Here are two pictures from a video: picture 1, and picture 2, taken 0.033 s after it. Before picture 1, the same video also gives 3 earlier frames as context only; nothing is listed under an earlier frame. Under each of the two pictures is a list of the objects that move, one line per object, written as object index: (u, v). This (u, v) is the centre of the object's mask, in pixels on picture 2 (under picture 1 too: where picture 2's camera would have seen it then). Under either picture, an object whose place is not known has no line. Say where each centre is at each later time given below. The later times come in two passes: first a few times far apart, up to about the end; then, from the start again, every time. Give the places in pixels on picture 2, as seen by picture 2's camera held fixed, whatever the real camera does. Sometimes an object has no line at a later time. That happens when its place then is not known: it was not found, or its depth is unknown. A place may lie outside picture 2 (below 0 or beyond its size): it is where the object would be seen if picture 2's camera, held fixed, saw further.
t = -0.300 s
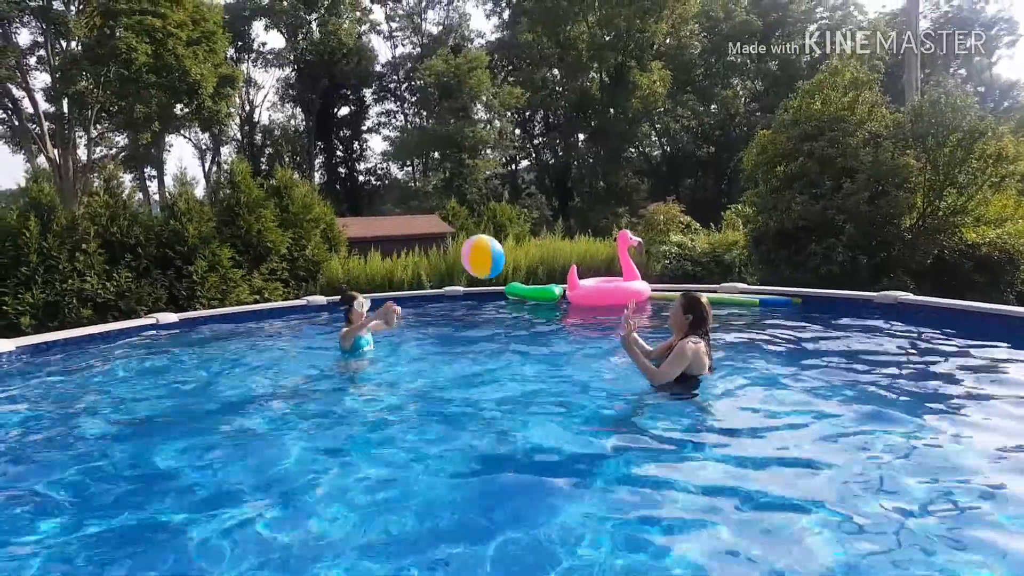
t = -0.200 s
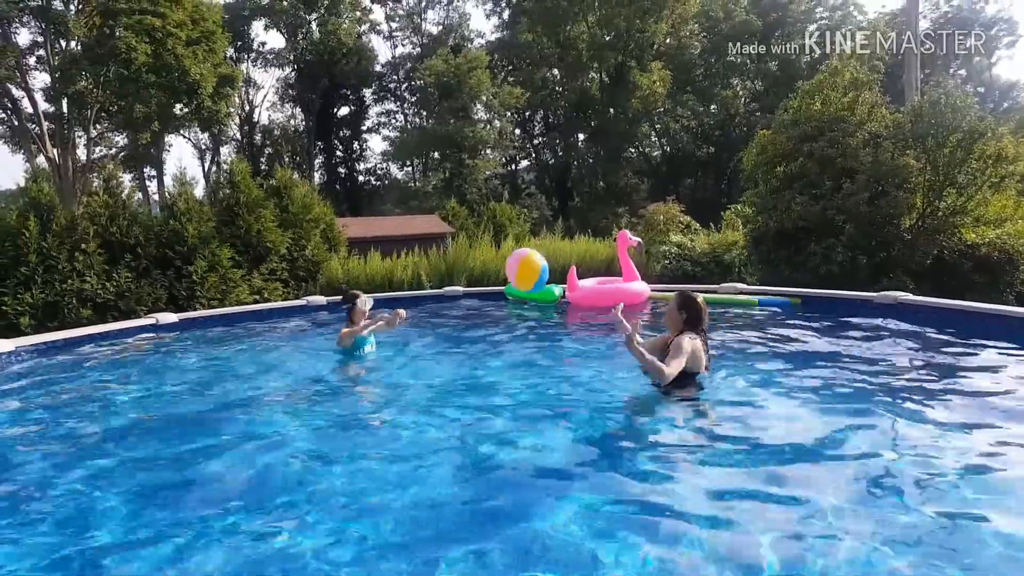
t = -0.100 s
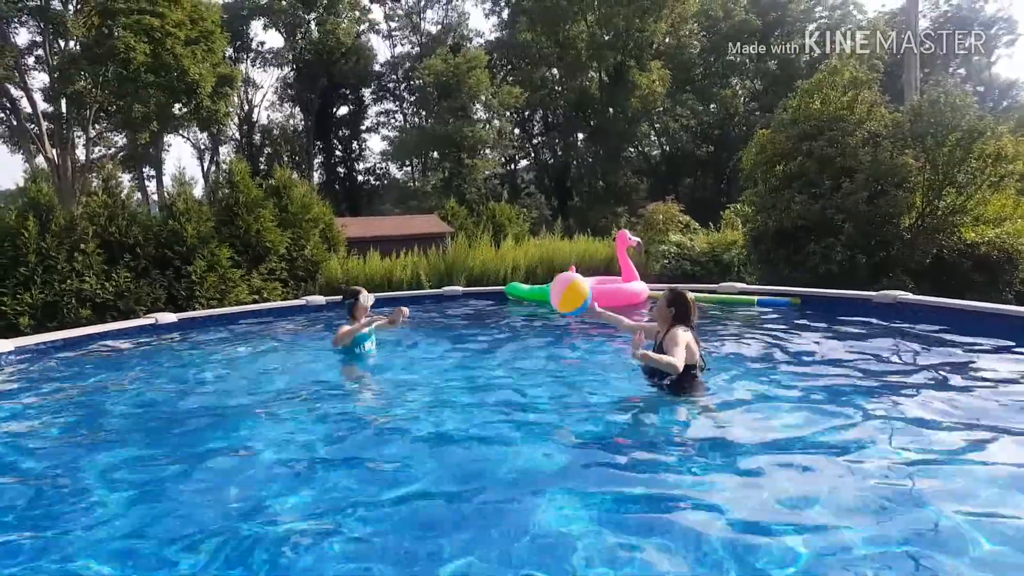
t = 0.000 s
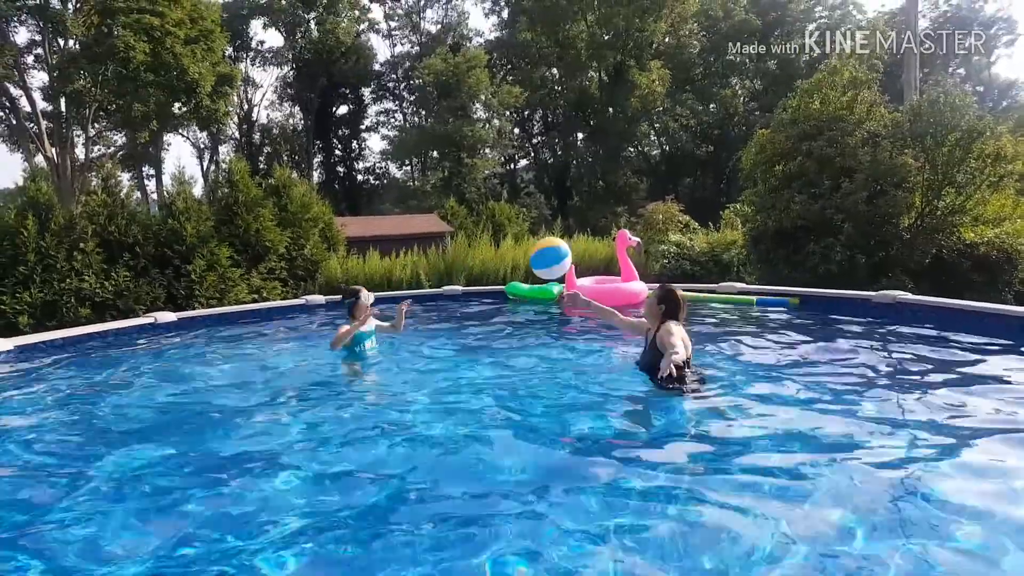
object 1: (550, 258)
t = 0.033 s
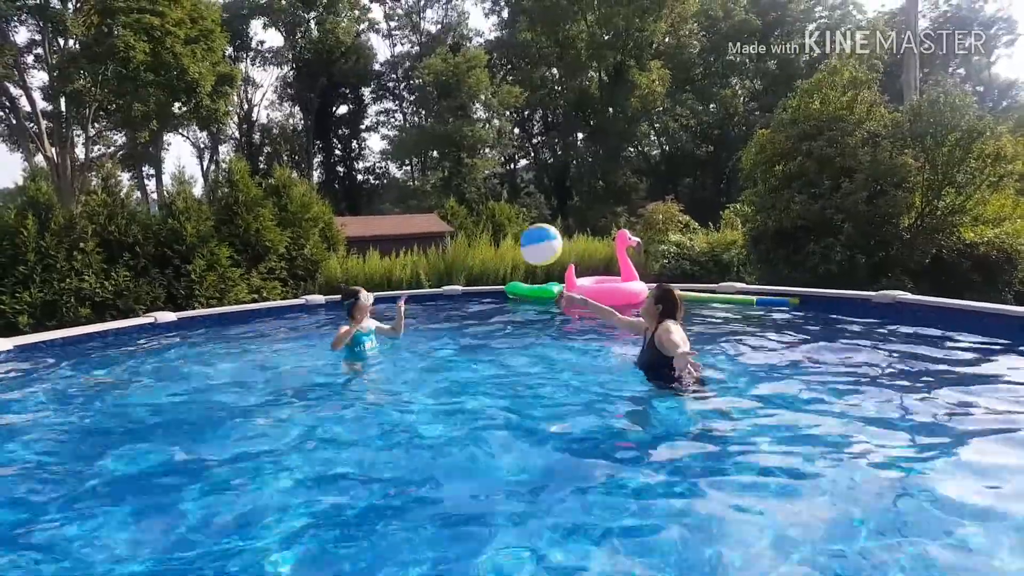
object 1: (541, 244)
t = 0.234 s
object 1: (493, 189)
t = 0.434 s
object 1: (464, 178)
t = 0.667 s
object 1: (447, 219)
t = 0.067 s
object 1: (532, 232)
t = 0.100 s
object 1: (523, 222)
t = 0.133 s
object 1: (515, 212)
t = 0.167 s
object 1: (507, 203)
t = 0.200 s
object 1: (500, 196)
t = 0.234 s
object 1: (493, 189)
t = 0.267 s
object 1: (488, 184)
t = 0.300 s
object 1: (482, 180)
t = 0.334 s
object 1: (477, 178)
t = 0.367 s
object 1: (473, 176)
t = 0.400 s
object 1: (468, 176)
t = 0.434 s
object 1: (464, 178)
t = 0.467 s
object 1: (461, 180)
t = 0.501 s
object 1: (457, 185)
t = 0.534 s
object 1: (454, 189)
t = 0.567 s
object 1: (451, 195)
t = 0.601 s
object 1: (449, 202)
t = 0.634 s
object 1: (448, 211)
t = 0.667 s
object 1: (447, 219)
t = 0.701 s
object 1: (445, 230)
